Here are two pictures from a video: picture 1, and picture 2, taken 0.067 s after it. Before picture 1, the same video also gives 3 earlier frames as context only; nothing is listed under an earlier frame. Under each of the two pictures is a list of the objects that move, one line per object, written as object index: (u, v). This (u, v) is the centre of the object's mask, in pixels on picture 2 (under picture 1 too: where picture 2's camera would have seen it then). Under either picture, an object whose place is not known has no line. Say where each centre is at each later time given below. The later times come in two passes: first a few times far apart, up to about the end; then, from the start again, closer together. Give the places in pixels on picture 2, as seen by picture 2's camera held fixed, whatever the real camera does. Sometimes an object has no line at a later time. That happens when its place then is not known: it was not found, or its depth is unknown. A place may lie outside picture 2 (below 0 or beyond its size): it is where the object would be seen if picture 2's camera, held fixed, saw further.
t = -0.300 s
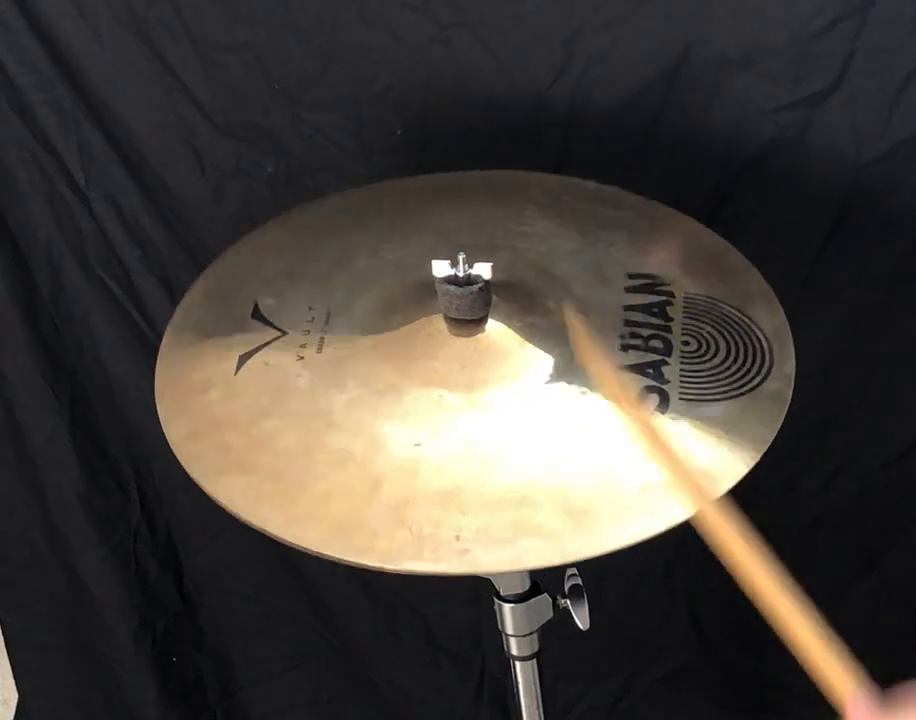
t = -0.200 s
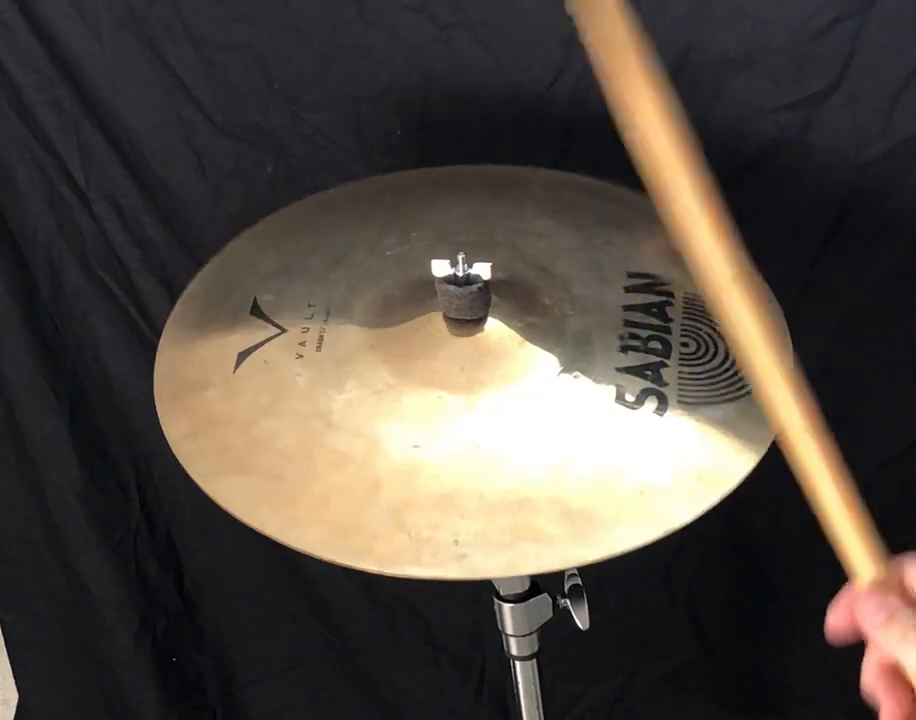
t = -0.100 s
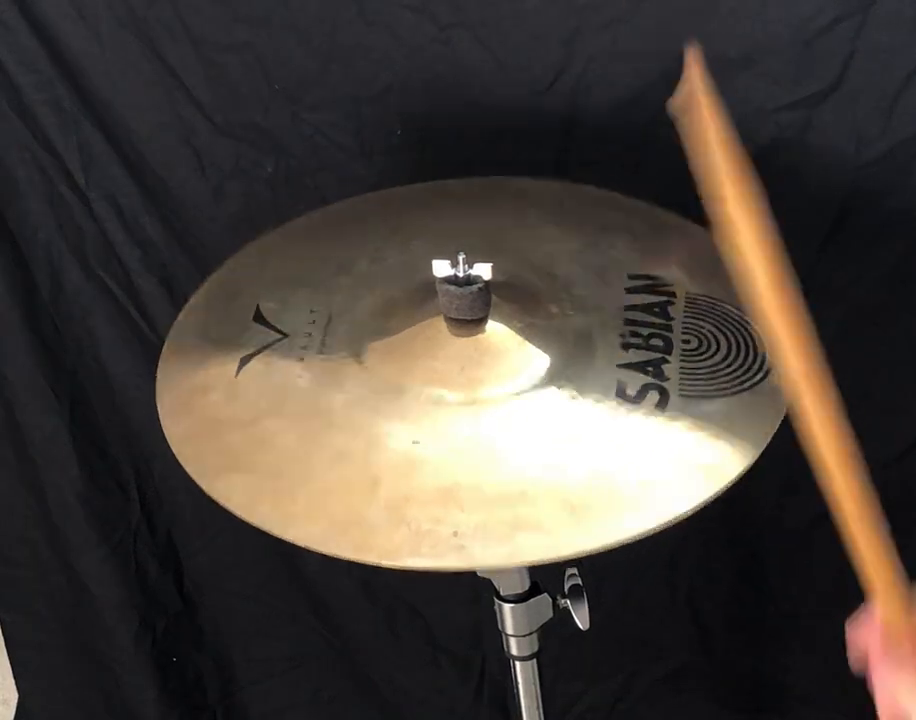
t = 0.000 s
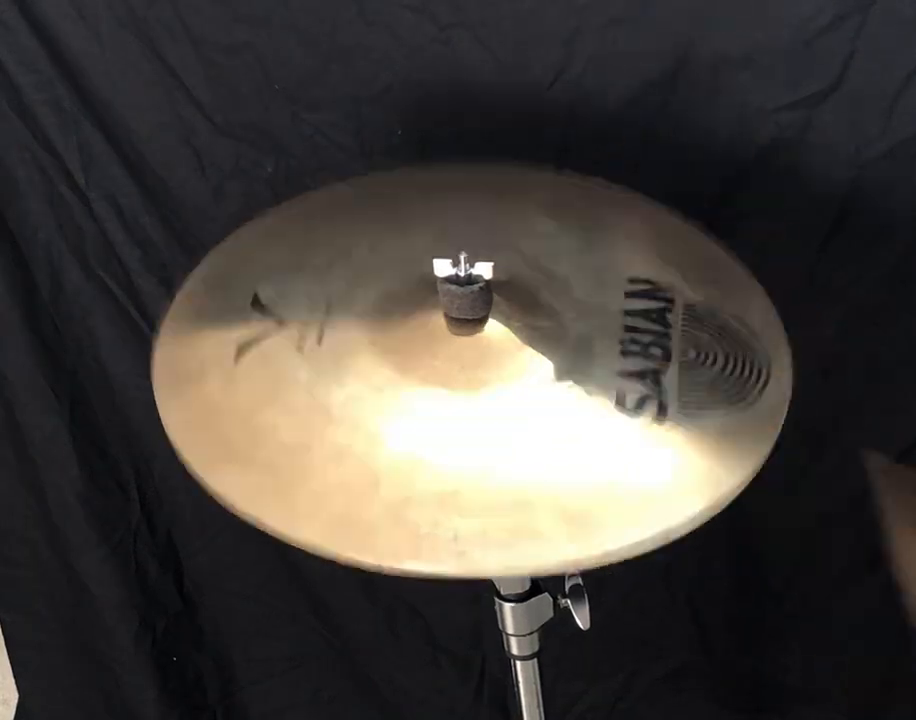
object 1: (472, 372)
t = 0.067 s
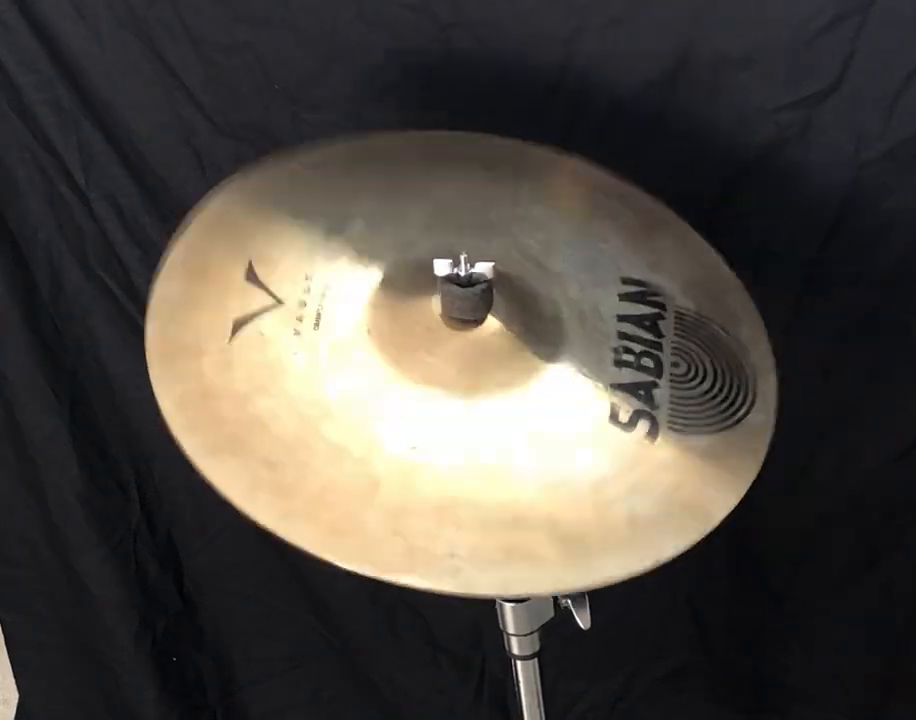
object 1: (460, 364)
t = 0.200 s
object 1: (455, 364)
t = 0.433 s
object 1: (487, 374)
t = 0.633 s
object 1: (485, 374)
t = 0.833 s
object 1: (461, 370)
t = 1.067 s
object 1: (478, 376)
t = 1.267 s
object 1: (484, 372)
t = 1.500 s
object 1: (467, 372)
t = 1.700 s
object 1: (474, 375)
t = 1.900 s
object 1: (482, 373)
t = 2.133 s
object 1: (470, 372)
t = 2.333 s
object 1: (474, 374)
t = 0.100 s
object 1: (456, 361)
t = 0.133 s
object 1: (453, 360)
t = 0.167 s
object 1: (453, 361)
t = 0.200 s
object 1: (455, 364)
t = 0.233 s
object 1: (458, 367)
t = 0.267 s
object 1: (463, 371)
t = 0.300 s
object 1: (469, 375)
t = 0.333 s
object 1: (475, 377)
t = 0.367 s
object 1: (480, 376)
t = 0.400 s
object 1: (484, 374)
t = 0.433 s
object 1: (487, 374)
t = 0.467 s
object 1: (490, 372)
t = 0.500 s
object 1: (490, 370)
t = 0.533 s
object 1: (490, 370)
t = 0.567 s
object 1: (490, 371)
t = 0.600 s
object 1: (488, 372)
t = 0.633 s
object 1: (485, 374)
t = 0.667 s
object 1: (481, 376)
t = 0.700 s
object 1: (477, 377)
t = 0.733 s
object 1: (472, 376)
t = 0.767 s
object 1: (467, 373)
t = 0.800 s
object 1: (463, 371)
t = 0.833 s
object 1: (461, 370)
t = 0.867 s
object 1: (460, 370)
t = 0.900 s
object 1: (460, 370)
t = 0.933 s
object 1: (462, 372)
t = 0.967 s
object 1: (466, 373)
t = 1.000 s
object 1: (469, 375)
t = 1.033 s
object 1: (474, 376)
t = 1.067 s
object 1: (478, 376)
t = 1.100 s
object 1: (481, 375)
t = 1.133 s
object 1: (484, 373)
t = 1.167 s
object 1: (485, 372)
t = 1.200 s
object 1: (486, 371)
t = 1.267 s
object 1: (484, 372)
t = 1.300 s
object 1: (482, 372)
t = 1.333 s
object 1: (480, 374)
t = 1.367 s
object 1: (478, 375)
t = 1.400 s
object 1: (475, 375)
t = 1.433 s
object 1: (471, 374)
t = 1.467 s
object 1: (469, 373)
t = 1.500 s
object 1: (467, 372)
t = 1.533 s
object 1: (466, 371)
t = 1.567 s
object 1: (465, 371)
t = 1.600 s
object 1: (466, 372)
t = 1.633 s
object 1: (468, 373)
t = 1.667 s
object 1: (471, 374)
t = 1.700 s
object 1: (474, 375)
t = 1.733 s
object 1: (477, 375)
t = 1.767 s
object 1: (479, 374)
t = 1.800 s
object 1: (481, 374)
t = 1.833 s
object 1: (482, 373)
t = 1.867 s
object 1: (482, 373)
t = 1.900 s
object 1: (482, 373)
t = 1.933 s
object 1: (481, 373)
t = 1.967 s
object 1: (479, 373)
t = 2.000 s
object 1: (477, 374)
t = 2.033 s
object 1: (475, 373)
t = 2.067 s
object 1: (473, 373)
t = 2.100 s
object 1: (471, 373)
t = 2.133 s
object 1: (470, 372)
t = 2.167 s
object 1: (469, 372)
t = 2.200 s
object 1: (469, 372)
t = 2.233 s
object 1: (470, 372)
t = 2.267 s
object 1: (471, 372)
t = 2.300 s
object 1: (472, 373)
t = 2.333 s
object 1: (474, 374)
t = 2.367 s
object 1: (476, 374)
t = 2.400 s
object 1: (477, 374)
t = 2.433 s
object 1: (478, 373)
